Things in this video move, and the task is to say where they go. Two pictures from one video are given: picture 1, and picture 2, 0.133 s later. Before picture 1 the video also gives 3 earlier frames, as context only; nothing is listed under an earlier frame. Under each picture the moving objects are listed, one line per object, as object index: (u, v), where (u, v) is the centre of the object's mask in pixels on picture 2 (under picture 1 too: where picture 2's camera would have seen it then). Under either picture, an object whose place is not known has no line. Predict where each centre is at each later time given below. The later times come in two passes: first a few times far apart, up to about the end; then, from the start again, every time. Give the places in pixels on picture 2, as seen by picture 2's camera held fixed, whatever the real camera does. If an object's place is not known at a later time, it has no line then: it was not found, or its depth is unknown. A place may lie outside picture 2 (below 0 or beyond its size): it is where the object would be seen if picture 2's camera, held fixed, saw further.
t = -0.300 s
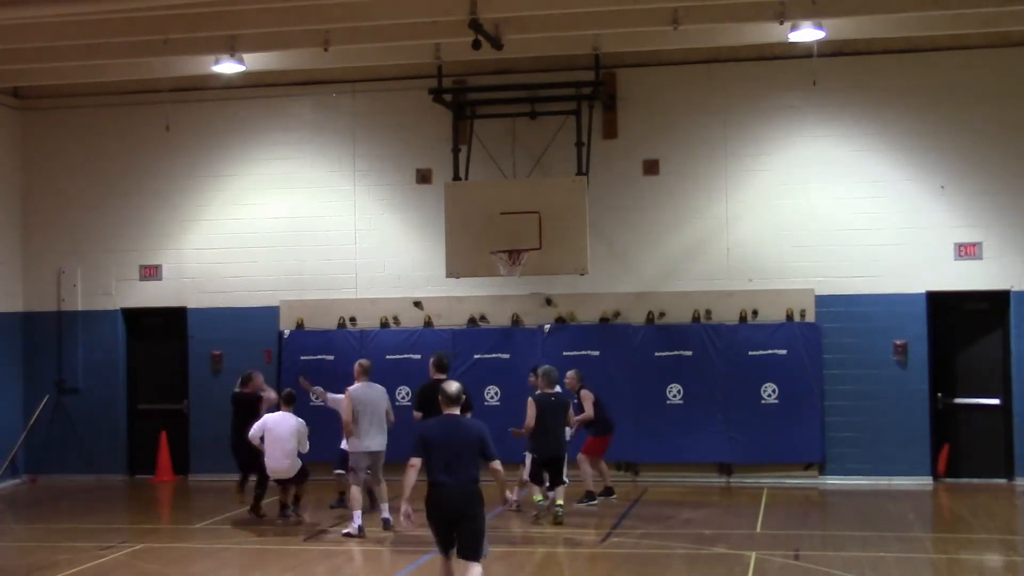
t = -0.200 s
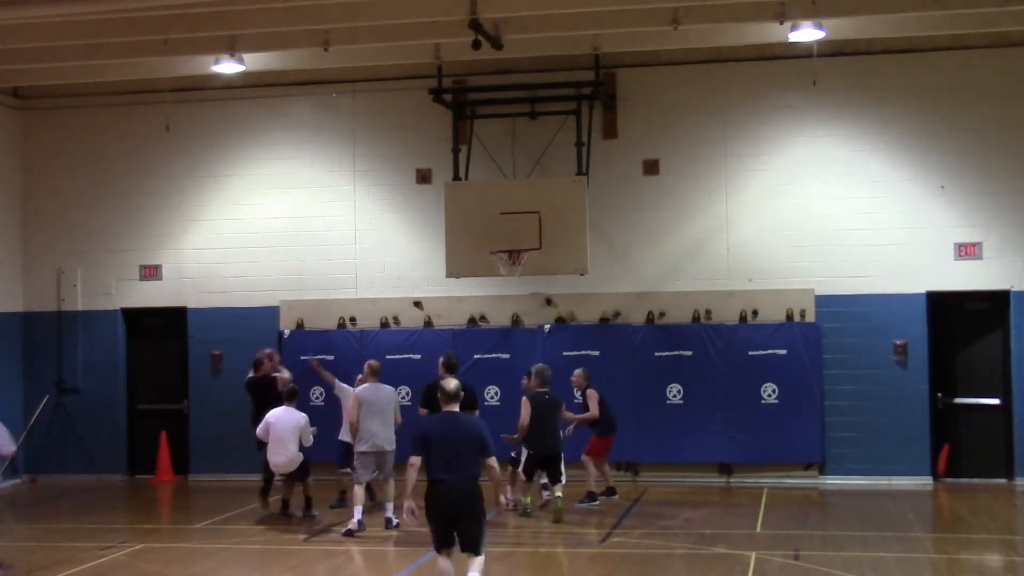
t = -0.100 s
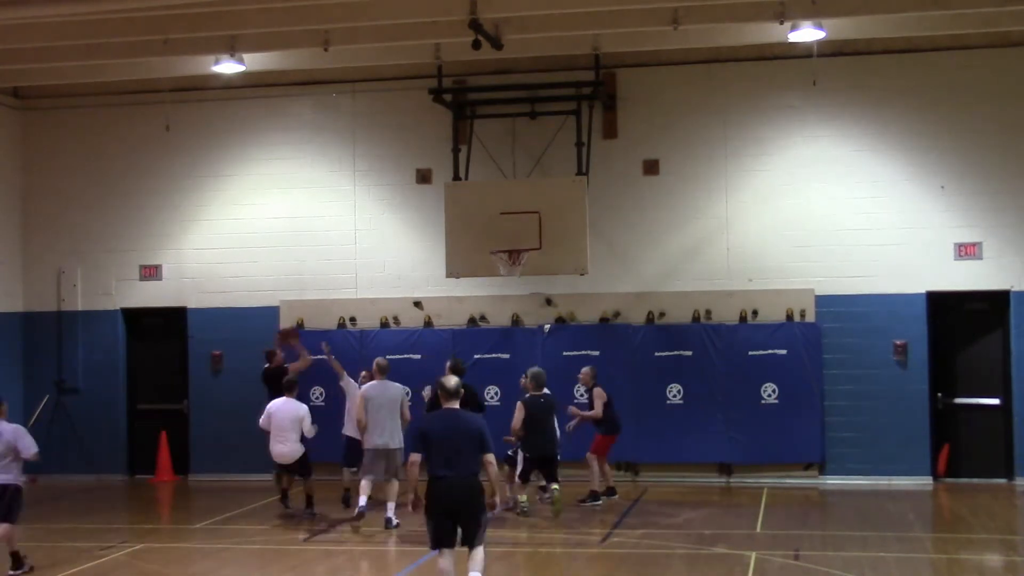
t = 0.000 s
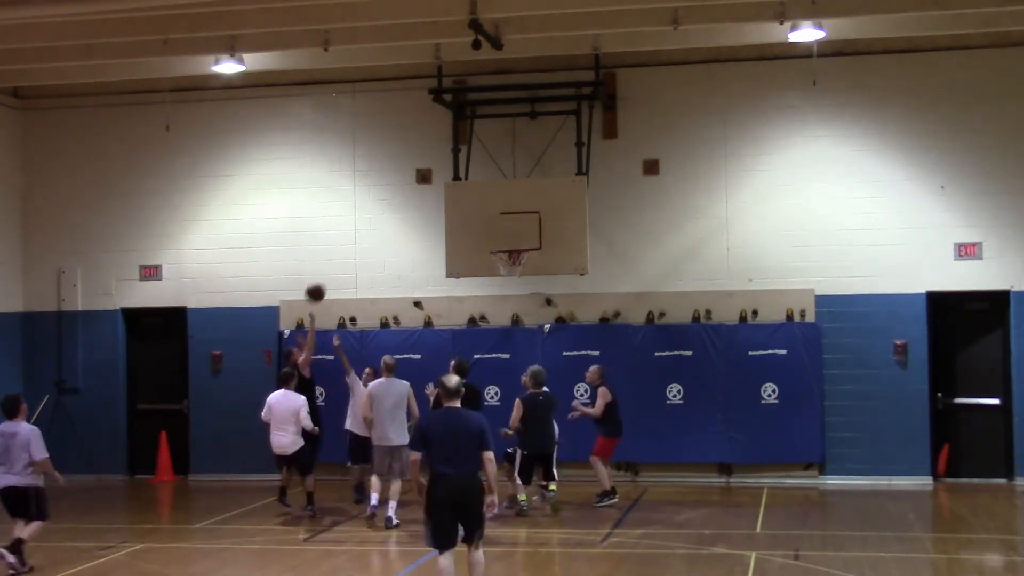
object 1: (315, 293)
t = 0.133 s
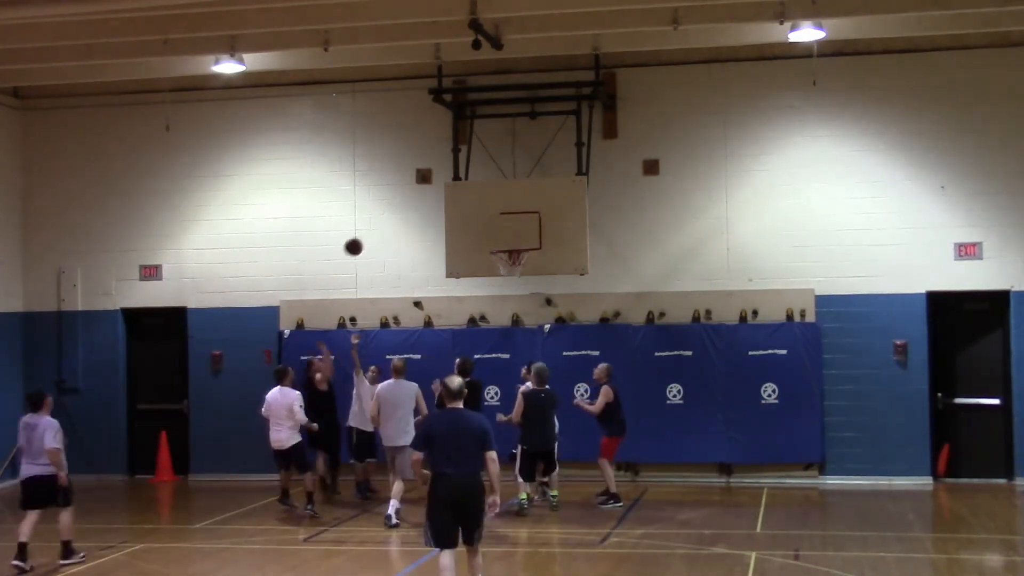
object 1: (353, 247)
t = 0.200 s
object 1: (372, 229)
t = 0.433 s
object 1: (435, 198)
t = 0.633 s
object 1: (466, 207)
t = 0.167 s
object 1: (363, 238)
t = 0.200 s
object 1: (372, 229)
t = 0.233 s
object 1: (381, 222)
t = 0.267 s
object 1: (390, 216)
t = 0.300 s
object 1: (399, 211)
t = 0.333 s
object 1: (408, 206)
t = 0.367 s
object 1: (417, 202)
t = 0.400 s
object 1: (426, 200)
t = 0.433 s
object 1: (435, 198)
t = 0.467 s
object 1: (443, 197)
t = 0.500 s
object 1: (453, 197)
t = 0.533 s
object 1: (458, 198)
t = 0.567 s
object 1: (461, 200)
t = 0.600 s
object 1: (463, 203)
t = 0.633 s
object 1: (466, 207)
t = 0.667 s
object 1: (469, 211)
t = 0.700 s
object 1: (472, 217)
